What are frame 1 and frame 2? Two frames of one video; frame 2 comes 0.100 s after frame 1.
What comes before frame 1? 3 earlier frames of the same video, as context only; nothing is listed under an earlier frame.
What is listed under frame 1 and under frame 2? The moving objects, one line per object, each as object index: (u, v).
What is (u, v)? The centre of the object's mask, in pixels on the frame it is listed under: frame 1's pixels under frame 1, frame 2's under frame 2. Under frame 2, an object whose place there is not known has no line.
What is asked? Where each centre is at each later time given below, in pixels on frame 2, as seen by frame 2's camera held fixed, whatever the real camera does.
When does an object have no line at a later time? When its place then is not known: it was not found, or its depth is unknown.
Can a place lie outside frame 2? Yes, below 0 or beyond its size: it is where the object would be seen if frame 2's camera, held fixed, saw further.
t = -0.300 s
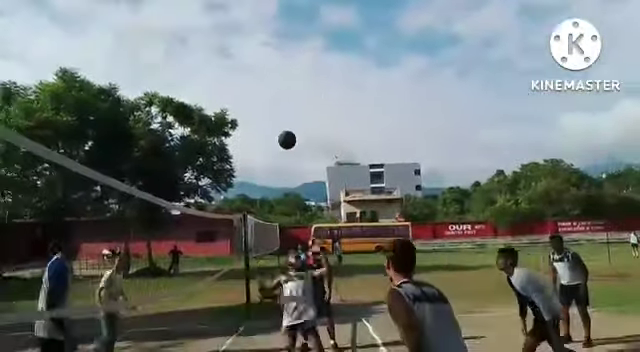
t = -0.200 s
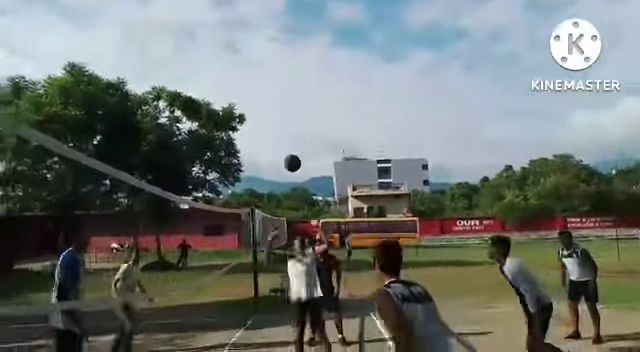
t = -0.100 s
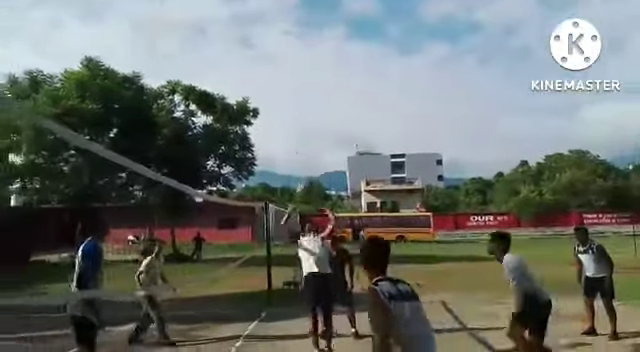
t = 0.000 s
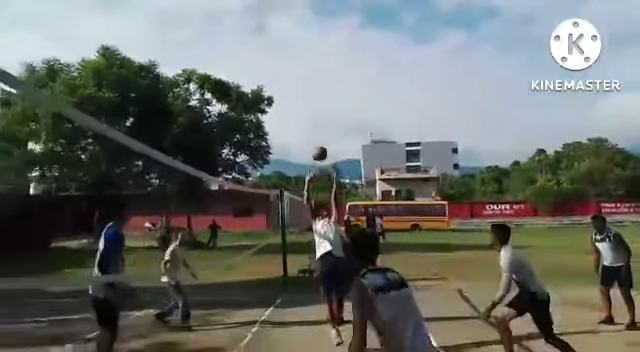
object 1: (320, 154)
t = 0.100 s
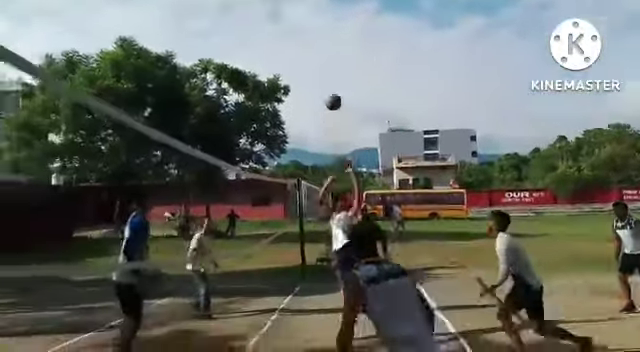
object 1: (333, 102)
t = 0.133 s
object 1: (332, 90)
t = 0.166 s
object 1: (331, 79)
